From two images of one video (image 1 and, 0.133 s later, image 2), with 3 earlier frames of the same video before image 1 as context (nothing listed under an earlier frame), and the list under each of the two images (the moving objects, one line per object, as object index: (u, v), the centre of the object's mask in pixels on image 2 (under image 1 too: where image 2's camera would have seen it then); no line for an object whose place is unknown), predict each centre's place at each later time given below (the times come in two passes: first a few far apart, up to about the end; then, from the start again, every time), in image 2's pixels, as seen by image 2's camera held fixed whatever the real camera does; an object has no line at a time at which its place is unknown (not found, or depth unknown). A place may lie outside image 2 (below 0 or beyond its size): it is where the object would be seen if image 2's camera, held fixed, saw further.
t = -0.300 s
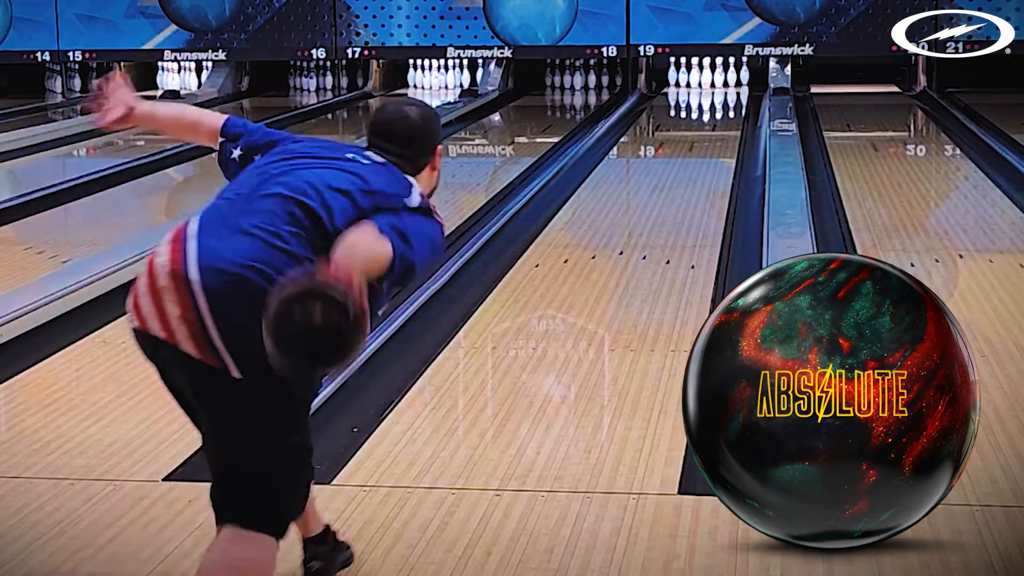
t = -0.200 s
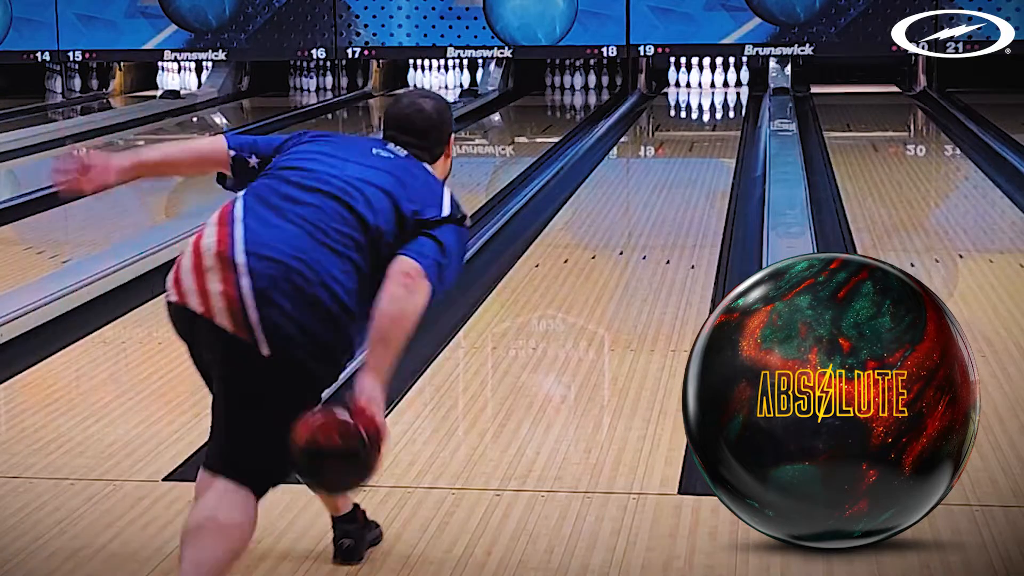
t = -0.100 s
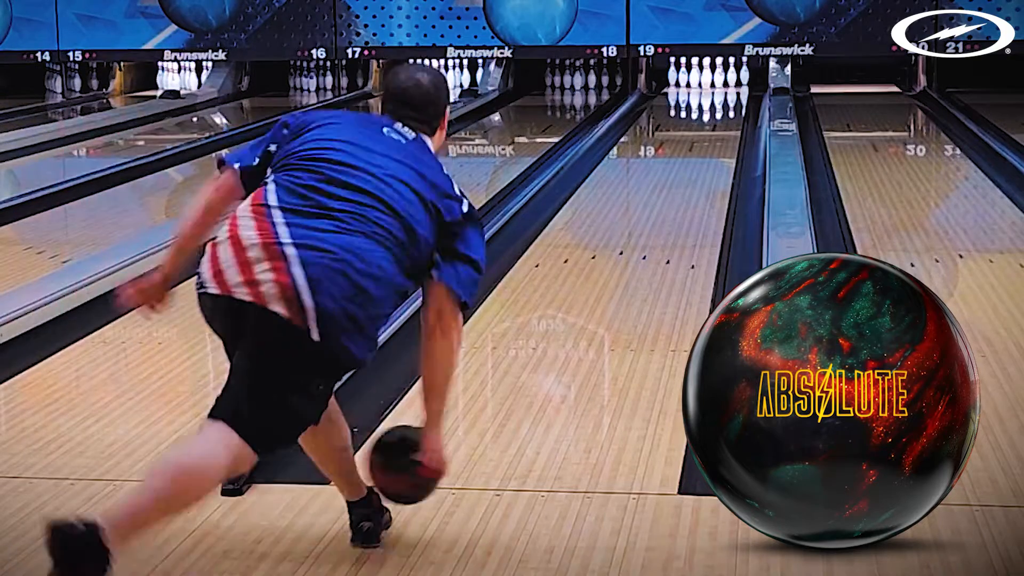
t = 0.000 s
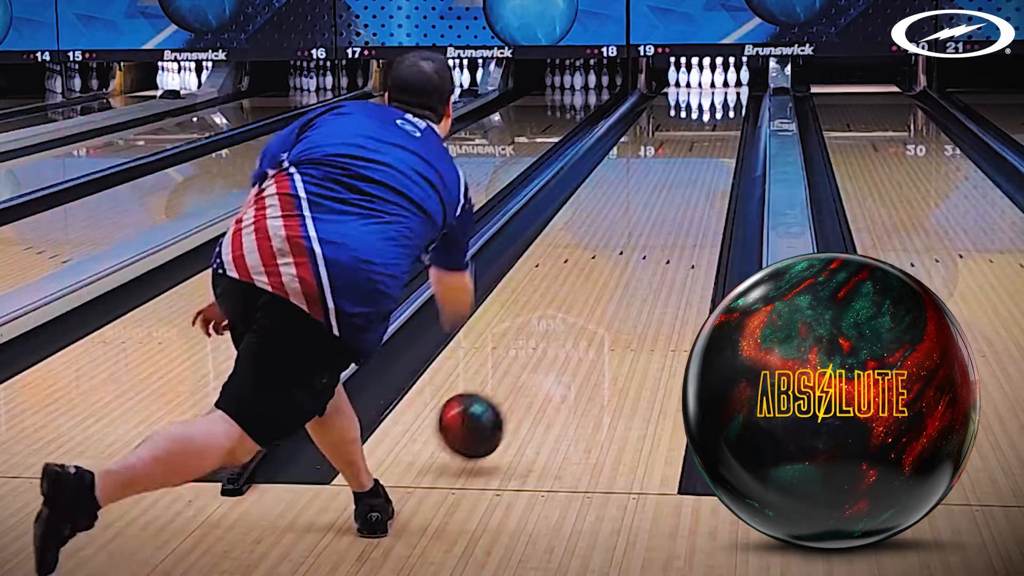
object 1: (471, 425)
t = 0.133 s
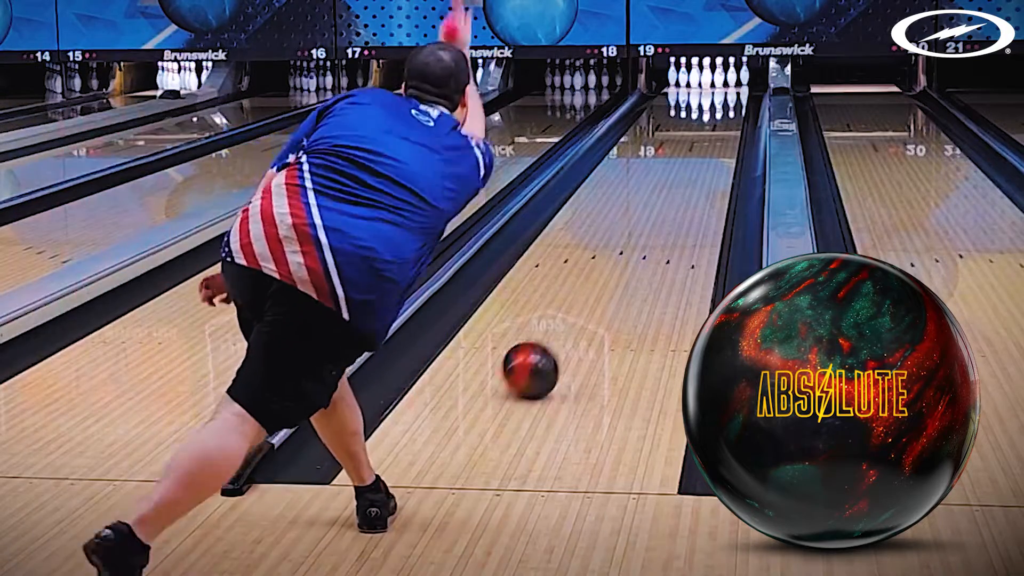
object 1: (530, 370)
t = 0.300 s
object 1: (584, 306)
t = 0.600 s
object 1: (646, 230)
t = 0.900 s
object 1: (685, 181)
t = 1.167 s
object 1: (708, 151)
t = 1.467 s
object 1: (724, 127)
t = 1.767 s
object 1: (731, 108)
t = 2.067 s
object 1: (726, 94)
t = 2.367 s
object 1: (712, 83)
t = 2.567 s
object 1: (704, 79)
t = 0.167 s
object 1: (543, 355)
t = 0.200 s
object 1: (554, 342)
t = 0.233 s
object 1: (565, 329)
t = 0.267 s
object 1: (575, 317)
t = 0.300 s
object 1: (584, 306)
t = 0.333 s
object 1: (593, 295)
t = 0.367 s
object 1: (601, 285)
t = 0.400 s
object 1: (608, 276)
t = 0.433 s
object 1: (616, 267)
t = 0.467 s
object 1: (623, 259)
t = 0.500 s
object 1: (629, 251)
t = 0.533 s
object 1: (635, 244)
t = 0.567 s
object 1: (641, 237)
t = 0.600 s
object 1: (646, 230)
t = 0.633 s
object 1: (651, 223)
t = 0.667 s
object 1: (656, 217)
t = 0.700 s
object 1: (661, 211)
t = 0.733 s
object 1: (665, 206)
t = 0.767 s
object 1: (670, 200)
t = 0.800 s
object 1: (674, 195)
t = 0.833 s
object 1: (677, 190)
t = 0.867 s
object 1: (681, 185)
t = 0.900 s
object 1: (685, 181)
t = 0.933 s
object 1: (688, 177)
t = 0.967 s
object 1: (691, 173)
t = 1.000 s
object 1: (694, 169)
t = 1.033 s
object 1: (697, 165)
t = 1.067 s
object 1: (700, 161)
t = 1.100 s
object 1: (702, 158)
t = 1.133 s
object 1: (705, 155)
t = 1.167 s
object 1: (708, 151)
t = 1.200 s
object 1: (710, 148)
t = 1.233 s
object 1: (712, 145)
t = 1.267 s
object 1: (714, 142)
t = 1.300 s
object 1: (716, 139)
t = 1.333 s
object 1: (718, 137)
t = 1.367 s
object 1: (719, 134)
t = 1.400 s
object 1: (721, 132)
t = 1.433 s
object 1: (722, 129)
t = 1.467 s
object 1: (724, 127)
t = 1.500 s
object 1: (725, 124)
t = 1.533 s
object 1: (726, 122)
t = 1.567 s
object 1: (728, 119)
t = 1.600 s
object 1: (728, 118)
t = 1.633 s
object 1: (729, 116)
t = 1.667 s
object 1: (730, 113)
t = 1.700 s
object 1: (731, 111)
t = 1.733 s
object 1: (731, 109)
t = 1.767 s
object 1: (731, 108)
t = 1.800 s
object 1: (731, 106)
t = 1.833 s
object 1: (731, 105)
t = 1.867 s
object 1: (731, 103)
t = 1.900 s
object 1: (730, 102)
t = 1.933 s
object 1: (730, 100)
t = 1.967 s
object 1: (729, 98)
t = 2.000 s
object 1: (728, 97)
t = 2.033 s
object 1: (727, 95)
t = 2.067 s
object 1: (726, 94)
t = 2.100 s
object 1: (724, 92)
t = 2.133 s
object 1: (723, 91)
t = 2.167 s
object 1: (722, 90)
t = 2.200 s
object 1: (720, 89)
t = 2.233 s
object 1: (718, 88)
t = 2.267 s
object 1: (717, 87)
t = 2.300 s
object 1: (715, 85)
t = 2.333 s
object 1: (713, 84)
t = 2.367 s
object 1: (712, 83)
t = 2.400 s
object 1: (710, 82)
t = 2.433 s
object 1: (709, 81)
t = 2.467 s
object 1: (708, 80)
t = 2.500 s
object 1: (708, 80)
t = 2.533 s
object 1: (707, 80)
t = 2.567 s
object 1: (704, 79)
